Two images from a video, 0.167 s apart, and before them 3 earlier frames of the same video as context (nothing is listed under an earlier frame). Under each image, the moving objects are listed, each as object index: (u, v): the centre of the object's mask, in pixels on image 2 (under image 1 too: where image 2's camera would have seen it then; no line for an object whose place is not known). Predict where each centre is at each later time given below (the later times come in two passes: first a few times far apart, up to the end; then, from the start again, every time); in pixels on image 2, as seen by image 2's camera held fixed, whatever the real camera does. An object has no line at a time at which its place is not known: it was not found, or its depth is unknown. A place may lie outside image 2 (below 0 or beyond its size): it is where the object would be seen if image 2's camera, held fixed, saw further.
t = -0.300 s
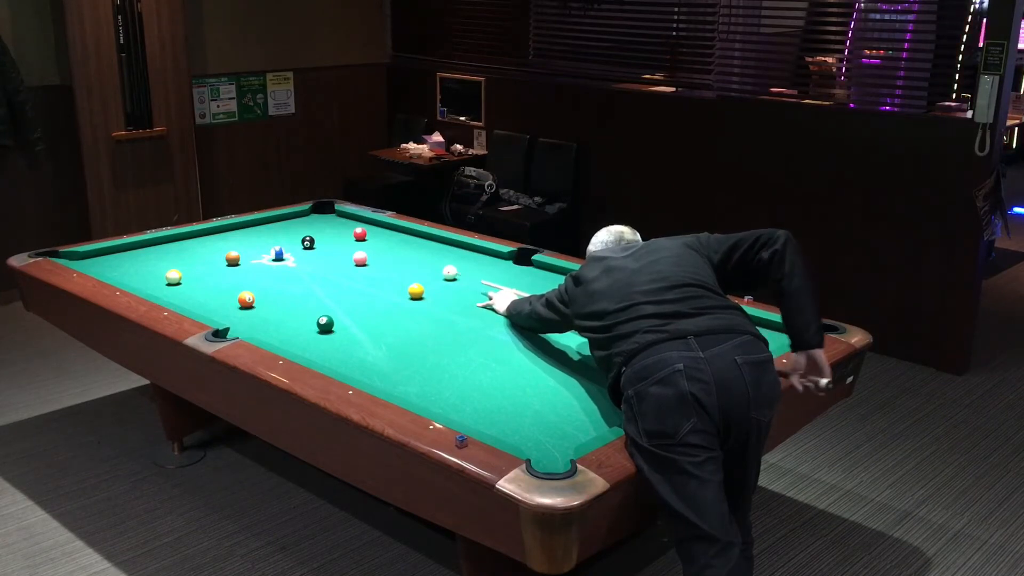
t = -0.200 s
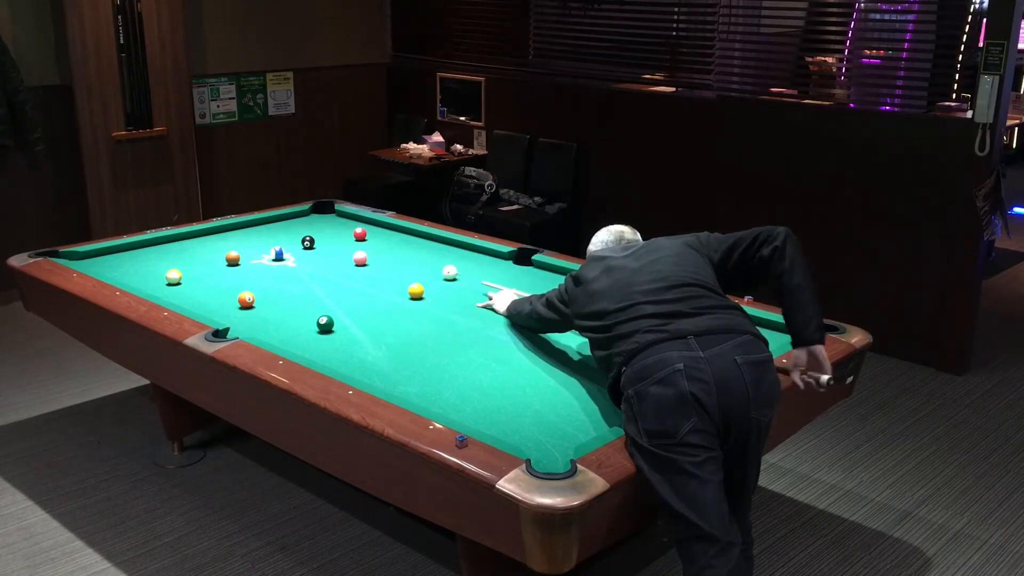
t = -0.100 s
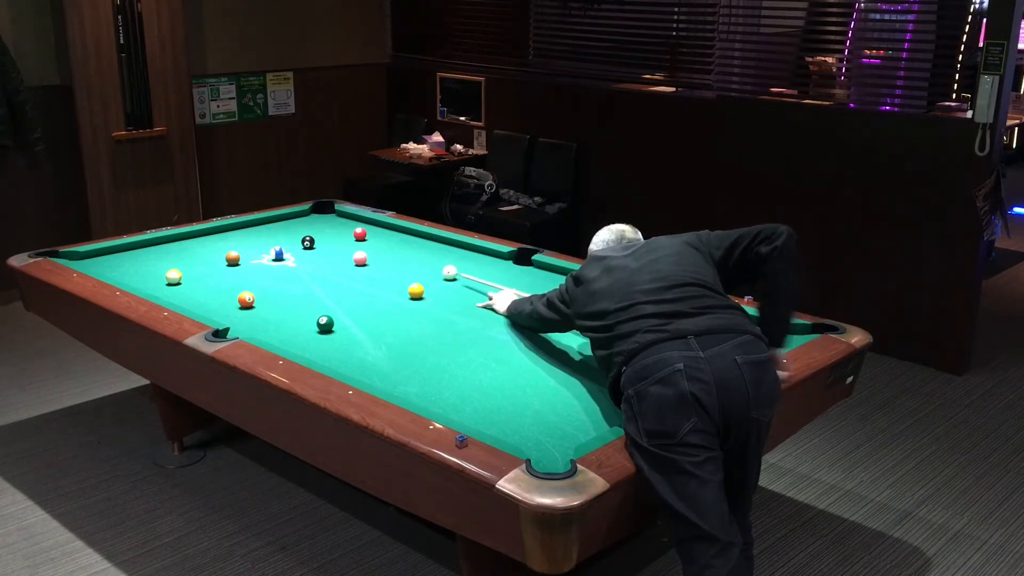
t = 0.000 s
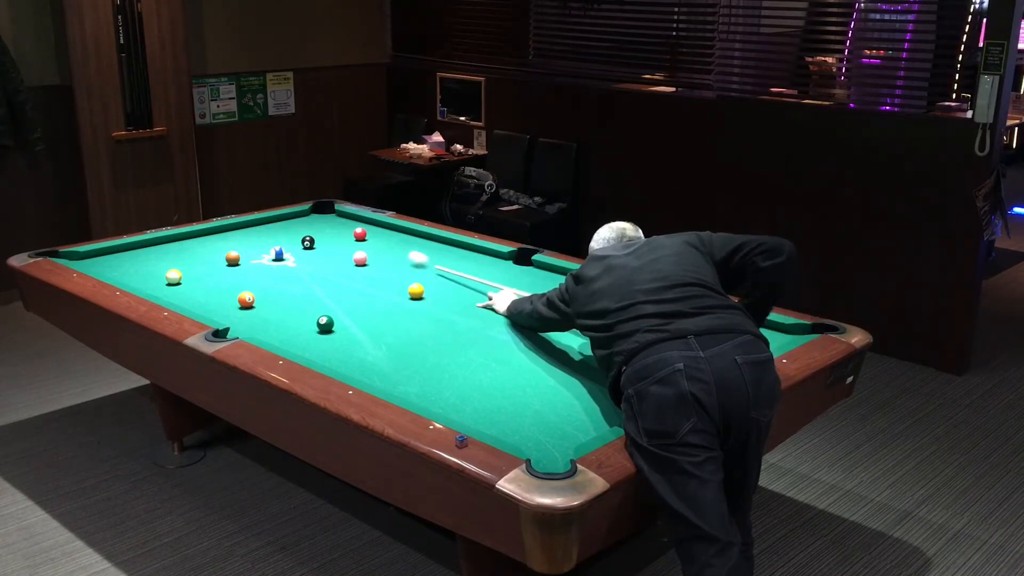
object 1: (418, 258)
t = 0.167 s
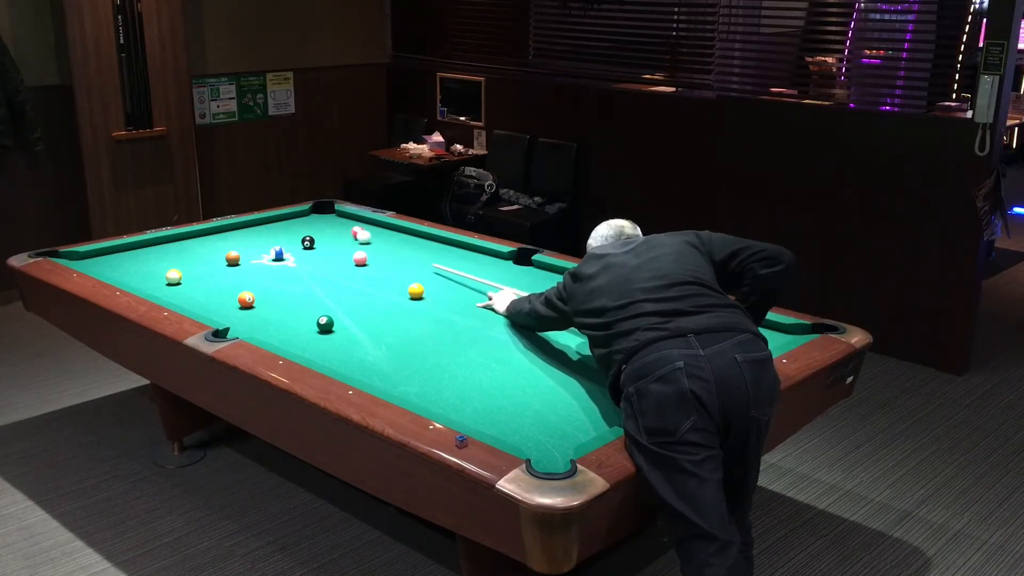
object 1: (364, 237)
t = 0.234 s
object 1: (357, 237)
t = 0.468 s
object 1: (329, 234)
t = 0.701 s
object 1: (299, 229)
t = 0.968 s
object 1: (268, 223)
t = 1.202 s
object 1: (263, 224)
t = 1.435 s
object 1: (270, 227)
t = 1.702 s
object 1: (278, 231)
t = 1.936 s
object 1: (285, 234)
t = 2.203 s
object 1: (292, 238)
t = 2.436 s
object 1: (296, 240)
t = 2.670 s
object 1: (295, 242)
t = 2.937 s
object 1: (293, 244)
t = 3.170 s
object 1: (291, 244)
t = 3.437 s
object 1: (290, 245)
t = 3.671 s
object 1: (289, 245)
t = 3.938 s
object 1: (288, 245)
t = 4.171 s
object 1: (288, 245)
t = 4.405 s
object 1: (288, 245)
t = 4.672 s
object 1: (288, 246)
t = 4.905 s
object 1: (288, 246)
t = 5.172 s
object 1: (288, 246)
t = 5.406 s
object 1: (288, 246)
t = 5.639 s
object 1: (288, 246)
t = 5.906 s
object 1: (288, 246)
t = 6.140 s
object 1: (288, 246)
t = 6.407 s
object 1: (288, 246)
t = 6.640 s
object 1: (288, 246)
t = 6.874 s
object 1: (288, 246)
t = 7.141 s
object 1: (288, 246)
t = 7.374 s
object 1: (288, 246)
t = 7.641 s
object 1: (288, 246)
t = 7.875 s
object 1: (288, 246)
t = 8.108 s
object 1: (288, 246)
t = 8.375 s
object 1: (288, 246)
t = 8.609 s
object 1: (288, 246)
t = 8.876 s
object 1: (288, 246)
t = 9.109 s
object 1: (288, 245)
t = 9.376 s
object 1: (288, 246)
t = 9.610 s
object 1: (288, 246)
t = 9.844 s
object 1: (288, 246)
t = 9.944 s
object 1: (288, 246)
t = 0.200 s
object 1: (360, 237)
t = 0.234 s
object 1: (357, 237)
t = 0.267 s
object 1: (354, 237)
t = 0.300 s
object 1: (350, 237)
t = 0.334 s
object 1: (346, 236)
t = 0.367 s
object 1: (342, 236)
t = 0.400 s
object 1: (338, 235)
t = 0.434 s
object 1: (334, 235)
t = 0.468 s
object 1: (329, 234)
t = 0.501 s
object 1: (325, 233)
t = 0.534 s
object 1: (320, 232)
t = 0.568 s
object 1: (316, 231)
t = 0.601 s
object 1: (312, 230)
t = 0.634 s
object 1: (308, 230)
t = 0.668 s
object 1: (303, 229)
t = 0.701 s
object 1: (299, 229)
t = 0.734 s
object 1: (295, 228)
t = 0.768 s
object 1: (291, 227)
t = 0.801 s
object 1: (287, 227)
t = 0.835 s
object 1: (283, 226)
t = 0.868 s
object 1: (279, 225)
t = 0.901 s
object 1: (275, 225)
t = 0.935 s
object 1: (271, 224)
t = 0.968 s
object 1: (268, 223)
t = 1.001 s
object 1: (264, 222)
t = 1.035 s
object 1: (260, 222)
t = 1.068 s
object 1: (258, 222)
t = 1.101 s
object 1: (259, 222)
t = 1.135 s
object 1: (261, 223)
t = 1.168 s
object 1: (262, 223)
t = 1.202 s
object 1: (263, 224)
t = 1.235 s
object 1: (263, 225)
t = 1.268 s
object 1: (265, 225)
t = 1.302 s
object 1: (266, 226)
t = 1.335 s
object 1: (267, 226)
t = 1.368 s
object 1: (268, 226)
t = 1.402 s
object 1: (269, 227)
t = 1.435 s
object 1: (270, 227)
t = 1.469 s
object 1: (271, 228)
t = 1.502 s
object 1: (272, 229)
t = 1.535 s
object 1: (273, 229)
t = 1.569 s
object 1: (274, 229)
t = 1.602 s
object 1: (275, 230)
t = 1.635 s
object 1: (276, 230)
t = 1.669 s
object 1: (277, 231)
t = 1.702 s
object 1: (278, 231)
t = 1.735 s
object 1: (279, 232)
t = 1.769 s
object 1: (280, 232)
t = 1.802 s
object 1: (281, 233)
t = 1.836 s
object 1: (282, 233)
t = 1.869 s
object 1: (283, 234)
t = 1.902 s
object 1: (284, 234)
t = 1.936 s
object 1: (285, 234)
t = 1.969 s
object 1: (285, 235)
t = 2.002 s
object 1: (286, 235)
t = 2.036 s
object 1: (287, 236)
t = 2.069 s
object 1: (288, 236)
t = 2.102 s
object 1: (289, 237)
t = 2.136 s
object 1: (290, 237)
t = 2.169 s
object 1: (291, 238)
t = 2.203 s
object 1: (292, 238)
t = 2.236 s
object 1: (292, 238)
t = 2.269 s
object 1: (293, 239)
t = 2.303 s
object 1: (294, 239)
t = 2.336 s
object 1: (295, 240)
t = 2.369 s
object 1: (295, 240)
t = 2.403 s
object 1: (296, 240)
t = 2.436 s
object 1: (296, 240)
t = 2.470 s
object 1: (296, 241)
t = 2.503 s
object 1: (296, 241)
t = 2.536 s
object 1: (296, 242)
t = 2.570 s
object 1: (296, 242)
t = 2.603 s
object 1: (295, 242)
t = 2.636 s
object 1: (295, 242)
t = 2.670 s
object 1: (295, 242)
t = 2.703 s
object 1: (295, 242)
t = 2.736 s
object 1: (294, 243)
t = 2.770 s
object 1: (294, 243)
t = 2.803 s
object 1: (294, 243)
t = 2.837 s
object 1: (294, 243)
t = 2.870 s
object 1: (293, 243)
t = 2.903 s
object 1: (293, 243)
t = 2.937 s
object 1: (293, 244)
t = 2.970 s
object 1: (292, 244)
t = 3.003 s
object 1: (292, 244)
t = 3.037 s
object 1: (292, 244)
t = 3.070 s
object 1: (292, 244)
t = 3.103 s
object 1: (291, 244)
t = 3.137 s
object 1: (291, 244)
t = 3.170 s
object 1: (291, 244)
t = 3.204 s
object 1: (291, 245)
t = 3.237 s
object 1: (291, 245)
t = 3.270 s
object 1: (291, 245)
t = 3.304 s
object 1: (290, 245)
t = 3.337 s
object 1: (290, 245)
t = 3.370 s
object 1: (290, 245)
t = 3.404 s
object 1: (290, 245)
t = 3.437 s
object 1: (290, 245)
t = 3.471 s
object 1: (289, 245)
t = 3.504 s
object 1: (289, 245)
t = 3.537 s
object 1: (289, 245)
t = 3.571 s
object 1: (289, 245)
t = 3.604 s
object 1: (289, 245)
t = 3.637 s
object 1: (289, 245)
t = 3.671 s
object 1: (289, 245)
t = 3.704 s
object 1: (289, 245)
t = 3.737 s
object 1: (288, 245)
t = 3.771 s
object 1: (289, 245)
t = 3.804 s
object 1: (288, 245)
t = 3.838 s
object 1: (288, 245)
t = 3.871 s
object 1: (288, 245)
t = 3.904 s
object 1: (288, 245)
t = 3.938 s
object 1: (288, 245)
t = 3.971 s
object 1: (288, 245)
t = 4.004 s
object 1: (288, 245)
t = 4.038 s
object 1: (288, 245)
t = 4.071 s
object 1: (288, 245)
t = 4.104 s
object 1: (288, 245)
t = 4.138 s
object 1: (288, 245)
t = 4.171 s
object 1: (288, 245)
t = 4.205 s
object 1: (288, 245)
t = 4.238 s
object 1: (288, 246)
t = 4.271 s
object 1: (288, 245)
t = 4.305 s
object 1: (288, 245)
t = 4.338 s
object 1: (288, 245)
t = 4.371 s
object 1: (288, 246)
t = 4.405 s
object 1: (288, 245)
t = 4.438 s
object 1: (288, 245)
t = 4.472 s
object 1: (288, 245)
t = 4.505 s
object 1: (288, 246)
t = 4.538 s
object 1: (288, 246)
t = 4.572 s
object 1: (288, 246)
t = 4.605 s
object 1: (288, 246)
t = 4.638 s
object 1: (288, 246)
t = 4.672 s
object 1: (288, 246)
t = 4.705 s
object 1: (288, 246)
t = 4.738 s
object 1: (288, 246)
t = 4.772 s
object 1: (288, 246)
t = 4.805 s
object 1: (288, 246)
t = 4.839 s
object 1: (288, 246)
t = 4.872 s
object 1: (288, 246)
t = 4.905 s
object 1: (288, 246)
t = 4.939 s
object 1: (288, 246)
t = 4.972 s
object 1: (288, 246)
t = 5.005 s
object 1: (288, 246)
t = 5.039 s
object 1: (288, 246)
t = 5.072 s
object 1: (288, 246)
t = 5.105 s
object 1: (288, 246)
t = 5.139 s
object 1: (288, 246)
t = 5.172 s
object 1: (288, 246)
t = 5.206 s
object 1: (288, 246)
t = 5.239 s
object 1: (288, 246)
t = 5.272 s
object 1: (288, 246)
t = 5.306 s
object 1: (288, 246)
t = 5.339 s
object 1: (288, 246)
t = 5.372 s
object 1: (288, 246)
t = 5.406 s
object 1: (288, 246)
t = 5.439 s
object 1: (288, 246)
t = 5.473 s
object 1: (288, 246)
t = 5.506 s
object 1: (288, 246)
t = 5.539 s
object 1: (288, 246)
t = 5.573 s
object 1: (288, 246)
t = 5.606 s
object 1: (288, 246)
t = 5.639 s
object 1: (288, 246)
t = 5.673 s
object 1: (288, 246)
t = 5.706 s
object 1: (288, 246)
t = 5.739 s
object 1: (288, 246)
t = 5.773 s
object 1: (288, 246)
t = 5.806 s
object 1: (288, 246)
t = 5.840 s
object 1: (288, 246)
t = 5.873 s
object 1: (288, 246)
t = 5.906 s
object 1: (288, 246)
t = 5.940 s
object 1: (288, 245)
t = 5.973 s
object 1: (288, 246)
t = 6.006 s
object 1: (288, 246)
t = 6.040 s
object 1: (288, 245)
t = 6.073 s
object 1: (288, 246)
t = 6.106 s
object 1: (288, 246)
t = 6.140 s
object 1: (288, 246)
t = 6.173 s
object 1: (288, 246)
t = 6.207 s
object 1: (288, 246)
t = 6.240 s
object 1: (288, 246)
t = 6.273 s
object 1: (288, 246)
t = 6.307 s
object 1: (288, 246)
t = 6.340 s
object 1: (288, 246)
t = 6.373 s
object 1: (288, 246)
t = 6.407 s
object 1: (288, 246)
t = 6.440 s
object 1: (288, 246)
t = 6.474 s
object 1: (288, 246)
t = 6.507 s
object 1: (288, 246)
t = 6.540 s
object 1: (288, 246)
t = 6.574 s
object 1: (288, 246)
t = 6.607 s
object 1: (288, 246)
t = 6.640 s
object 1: (288, 246)
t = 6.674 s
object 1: (288, 246)
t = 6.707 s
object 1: (288, 246)
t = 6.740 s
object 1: (288, 246)
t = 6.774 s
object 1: (288, 246)
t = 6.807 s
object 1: (288, 246)
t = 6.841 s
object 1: (288, 246)
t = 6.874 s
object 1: (288, 246)
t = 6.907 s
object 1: (288, 246)
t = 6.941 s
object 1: (288, 246)
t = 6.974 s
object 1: (288, 246)
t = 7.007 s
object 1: (288, 246)
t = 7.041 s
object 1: (288, 246)
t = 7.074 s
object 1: (288, 246)
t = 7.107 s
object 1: (288, 246)
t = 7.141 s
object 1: (288, 246)
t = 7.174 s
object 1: (288, 246)
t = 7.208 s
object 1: (288, 246)
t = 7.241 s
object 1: (288, 246)
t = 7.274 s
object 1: (288, 246)
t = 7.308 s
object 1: (288, 246)
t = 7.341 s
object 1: (288, 246)
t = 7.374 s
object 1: (288, 246)
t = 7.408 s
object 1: (288, 246)
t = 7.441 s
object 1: (288, 246)
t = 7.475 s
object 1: (288, 246)
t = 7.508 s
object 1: (288, 246)
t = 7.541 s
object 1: (288, 246)
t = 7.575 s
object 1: (288, 246)
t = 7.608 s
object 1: (288, 246)
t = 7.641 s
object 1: (288, 246)
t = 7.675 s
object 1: (288, 246)
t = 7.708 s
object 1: (288, 246)
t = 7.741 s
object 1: (288, 246)
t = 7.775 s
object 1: (288, 246)
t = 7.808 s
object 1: (288, 246)
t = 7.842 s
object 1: (288, 246)
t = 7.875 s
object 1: (288, 246)
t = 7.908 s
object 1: (288, 246)
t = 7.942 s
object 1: (288, 246)
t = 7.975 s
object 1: (288, 246)
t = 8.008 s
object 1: (288, 246)
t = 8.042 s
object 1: (288, 246)
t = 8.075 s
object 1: (288, 246)
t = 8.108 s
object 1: (288, 246)
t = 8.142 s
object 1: (288, 246)
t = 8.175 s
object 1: (288, 246)
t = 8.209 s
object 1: (288, 246)
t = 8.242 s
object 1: (288, 246)
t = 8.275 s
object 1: (288, 246)
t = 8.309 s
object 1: (288, 246)
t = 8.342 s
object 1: (288, 246)
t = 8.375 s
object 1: (288, 246)
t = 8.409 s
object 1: (288, 246)
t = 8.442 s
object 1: (288, 246)
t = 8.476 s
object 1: (288, 246)
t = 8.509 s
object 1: (288, 246)
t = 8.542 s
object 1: (288, 246)
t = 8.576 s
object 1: (288, 246)
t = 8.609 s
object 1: (288, 246)
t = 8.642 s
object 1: (288, 246)
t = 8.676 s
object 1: (288, 246)
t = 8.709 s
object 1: (288, 246)
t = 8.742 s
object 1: (288, 246)
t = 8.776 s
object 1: (288, 246)
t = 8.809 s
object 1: (288, 246)
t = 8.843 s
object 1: (288, 246)
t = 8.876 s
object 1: (288, 246)
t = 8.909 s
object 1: (288, 246)
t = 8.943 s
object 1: (288, 246)
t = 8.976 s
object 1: (288, 246)
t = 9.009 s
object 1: (288, 246)
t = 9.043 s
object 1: (288, 246)
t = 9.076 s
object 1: (288, 246)
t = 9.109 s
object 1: (288, 245)
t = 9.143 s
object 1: (288, 246)
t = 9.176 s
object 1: (288, 245)
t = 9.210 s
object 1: (288, 246)
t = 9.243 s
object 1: (288, 246)
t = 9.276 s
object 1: (288, 246)
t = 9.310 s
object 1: (288, 246)
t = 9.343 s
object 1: (288, 246)
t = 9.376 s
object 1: (288, 246)
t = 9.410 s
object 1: (288, 246)
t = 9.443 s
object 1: (288, 246)
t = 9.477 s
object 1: (288, 246)
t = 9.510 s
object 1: (288, 246)
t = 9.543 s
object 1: (288, 246)
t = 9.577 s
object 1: (288, 246)
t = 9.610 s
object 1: (288, 246)
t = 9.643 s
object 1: (288, 246)
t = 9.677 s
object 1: (288, 246)
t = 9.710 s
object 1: (288, 246)
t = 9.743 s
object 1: (288, 246)
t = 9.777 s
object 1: (288, 246)
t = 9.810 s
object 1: (288, 246)
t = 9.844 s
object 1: (288, 246)
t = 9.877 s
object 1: (288, 246)
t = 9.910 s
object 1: (288, 246)
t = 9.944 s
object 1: (288, 246)
